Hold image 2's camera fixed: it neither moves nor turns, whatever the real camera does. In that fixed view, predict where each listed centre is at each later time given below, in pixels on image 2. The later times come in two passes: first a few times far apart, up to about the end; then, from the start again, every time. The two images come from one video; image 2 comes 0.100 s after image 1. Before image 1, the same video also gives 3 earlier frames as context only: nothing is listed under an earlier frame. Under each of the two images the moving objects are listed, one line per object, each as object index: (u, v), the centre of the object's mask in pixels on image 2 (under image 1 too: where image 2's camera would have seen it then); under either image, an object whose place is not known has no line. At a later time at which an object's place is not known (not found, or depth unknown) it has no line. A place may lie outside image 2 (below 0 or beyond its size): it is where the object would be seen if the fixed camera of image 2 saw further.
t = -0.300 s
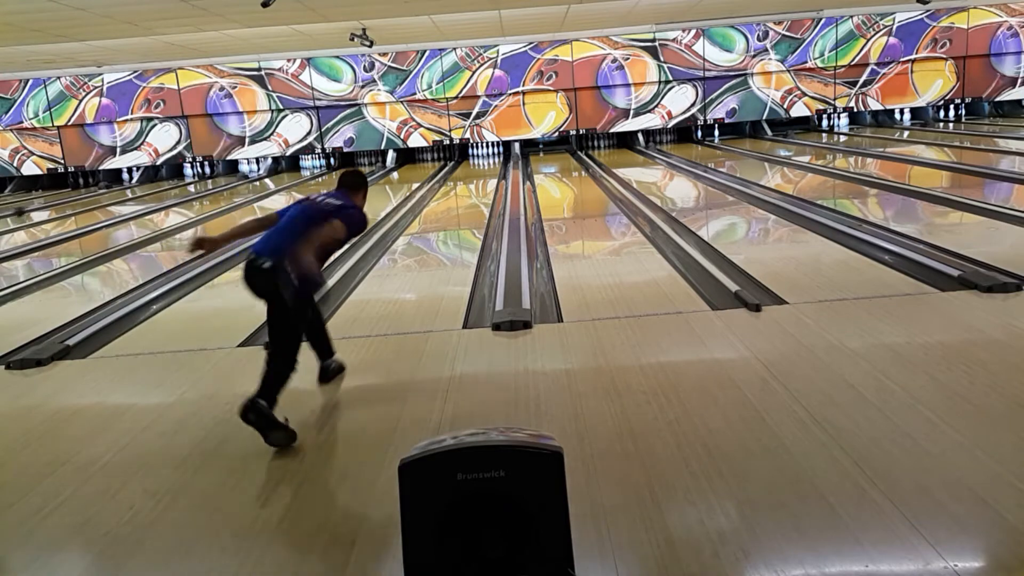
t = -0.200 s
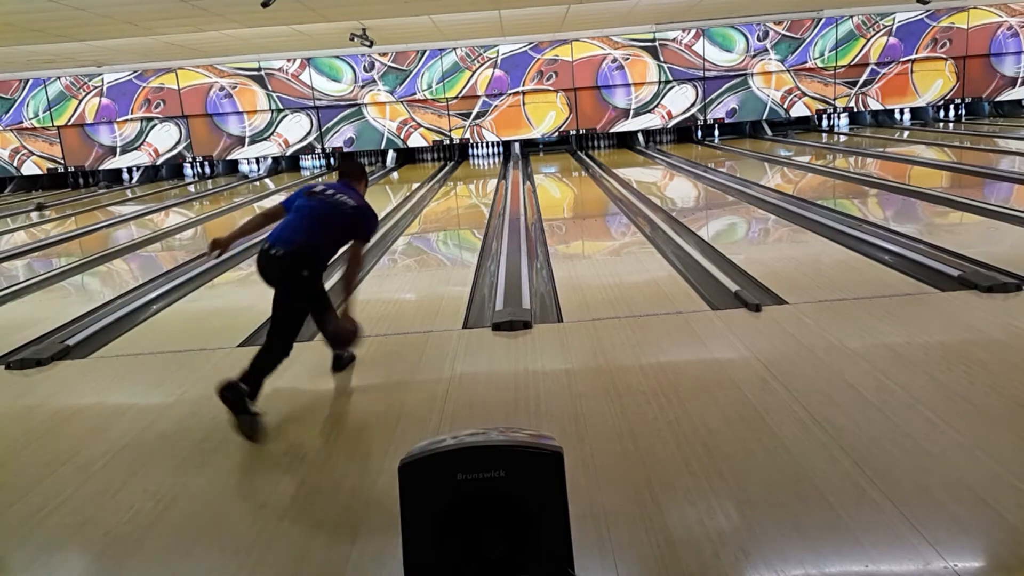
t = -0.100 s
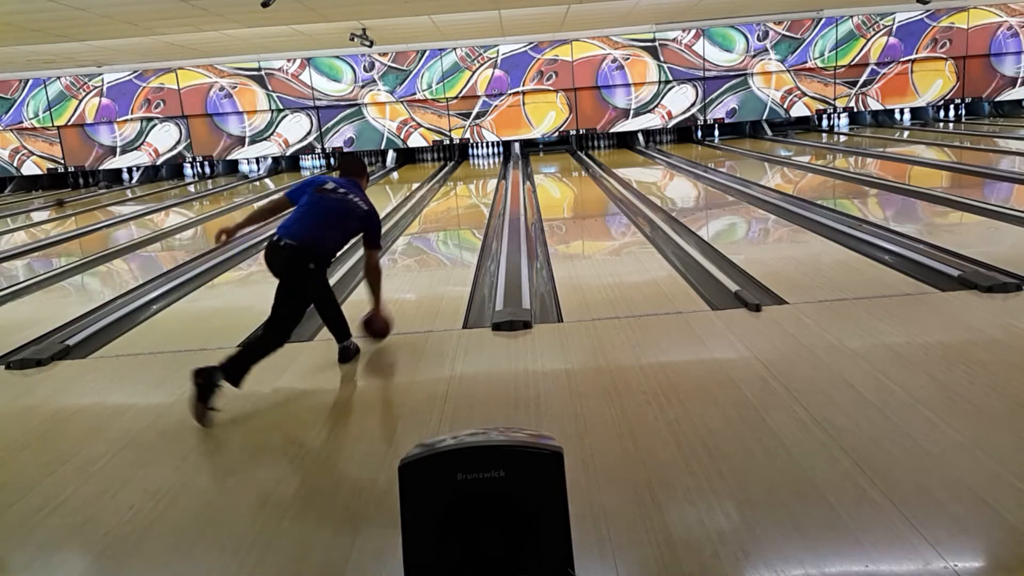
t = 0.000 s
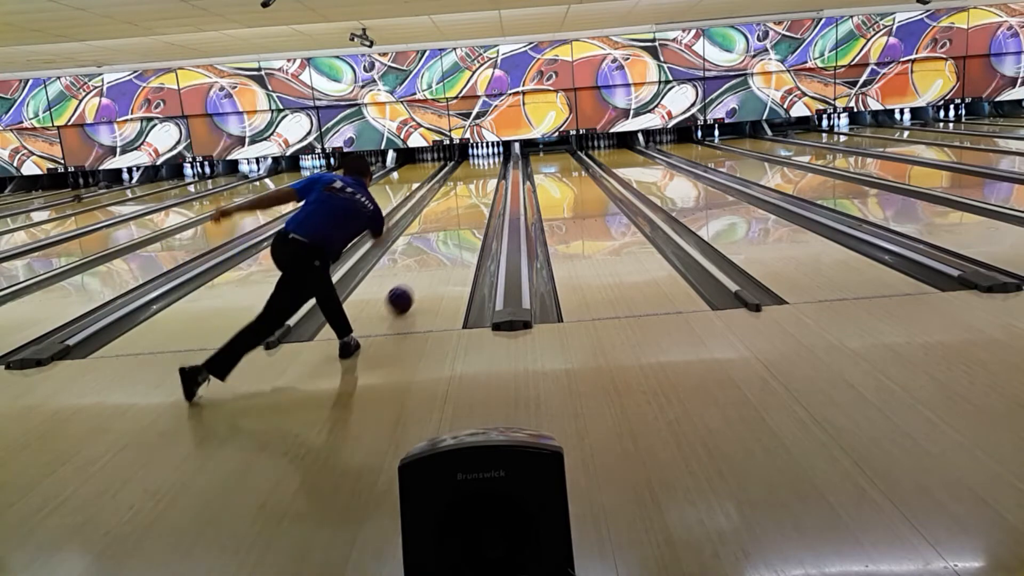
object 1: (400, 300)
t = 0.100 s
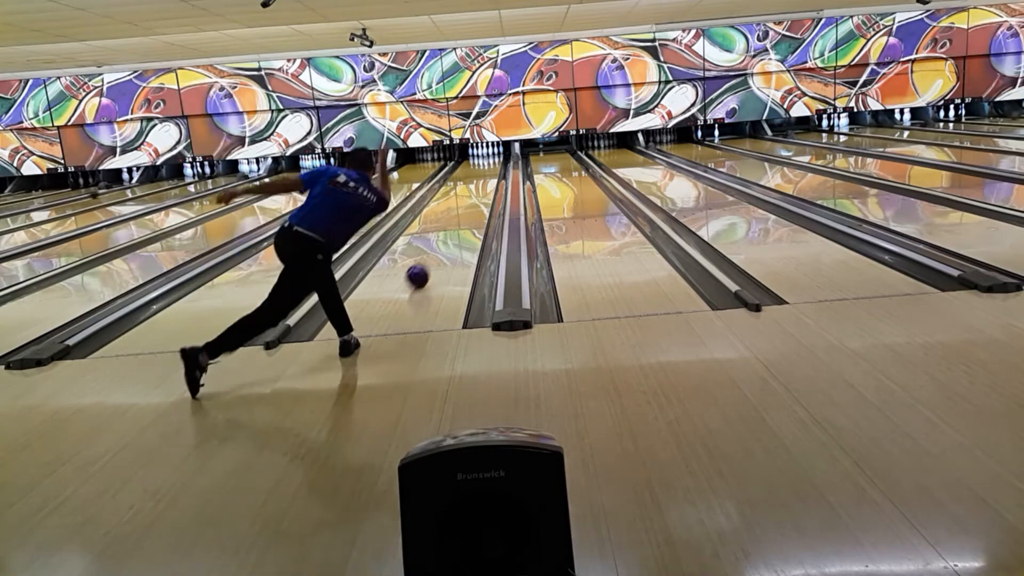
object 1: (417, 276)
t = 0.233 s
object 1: (435, 252)
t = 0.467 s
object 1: (456, 223)
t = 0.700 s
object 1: (471, 203)
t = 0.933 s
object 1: (481, 189)
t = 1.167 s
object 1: (488, 178)
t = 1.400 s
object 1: (493, 170)
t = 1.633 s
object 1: (496, 163)
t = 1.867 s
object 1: (497, 158)
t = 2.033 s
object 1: (496, 155)
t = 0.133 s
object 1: (422, 269)
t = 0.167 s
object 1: (426, 264)
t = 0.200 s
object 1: (431, 257)
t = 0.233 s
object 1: (435, 252)
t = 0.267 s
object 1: (438, 247)
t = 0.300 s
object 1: (442, 242)
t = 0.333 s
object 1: (445, 238)
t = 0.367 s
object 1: (448, 234)
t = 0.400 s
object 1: (451, 230)
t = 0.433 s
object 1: (454, 227)
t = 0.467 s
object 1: (456, 223)
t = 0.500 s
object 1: (459, 220)
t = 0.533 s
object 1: (461, 217)
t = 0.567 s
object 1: (463, 214)
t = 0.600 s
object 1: (465, 211)
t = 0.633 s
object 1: (467, 208)
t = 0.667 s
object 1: (469, 206)
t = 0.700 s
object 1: (471, 203)
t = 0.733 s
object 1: (472, 201)
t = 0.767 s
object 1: (474, 199)
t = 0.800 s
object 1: (476, 197)
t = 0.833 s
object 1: (477, 195)
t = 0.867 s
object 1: (478, 193)
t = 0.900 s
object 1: (480, 191)
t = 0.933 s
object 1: (481, 189)
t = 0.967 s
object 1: (482, 187)
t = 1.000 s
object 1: (483, 186)
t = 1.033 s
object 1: (484, 184)
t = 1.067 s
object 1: (485, 182)
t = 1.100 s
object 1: (486, 181)
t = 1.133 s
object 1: (487, 179)
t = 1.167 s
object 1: (488, 178)
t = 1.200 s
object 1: (489, 177)
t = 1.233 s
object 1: (490, 175)
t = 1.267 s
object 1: (490, 174)
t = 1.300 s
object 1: (491, 173)
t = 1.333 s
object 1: (492, 172)
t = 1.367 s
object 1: (492, 171)
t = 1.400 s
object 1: (493, 170)
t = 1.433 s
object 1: (493, 169)
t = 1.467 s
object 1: (494, 168)
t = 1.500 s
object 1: (494, 167)
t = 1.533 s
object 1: (495, 166)
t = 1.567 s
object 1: (495, 164)
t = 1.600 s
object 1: (496, 163)
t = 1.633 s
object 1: (496, 163)
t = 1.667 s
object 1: (496, 162)
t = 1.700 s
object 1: (496, 161)
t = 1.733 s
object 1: (497, 160)
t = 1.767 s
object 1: (497, 160)
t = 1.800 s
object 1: (497, 159)
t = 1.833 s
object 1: (497, 159)
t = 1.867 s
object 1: (497, 158)
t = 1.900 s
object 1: (497, 157)
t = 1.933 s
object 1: (497, 157)
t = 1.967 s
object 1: (497, 156)
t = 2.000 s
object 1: (497, 156)
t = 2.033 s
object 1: (496, 155)
